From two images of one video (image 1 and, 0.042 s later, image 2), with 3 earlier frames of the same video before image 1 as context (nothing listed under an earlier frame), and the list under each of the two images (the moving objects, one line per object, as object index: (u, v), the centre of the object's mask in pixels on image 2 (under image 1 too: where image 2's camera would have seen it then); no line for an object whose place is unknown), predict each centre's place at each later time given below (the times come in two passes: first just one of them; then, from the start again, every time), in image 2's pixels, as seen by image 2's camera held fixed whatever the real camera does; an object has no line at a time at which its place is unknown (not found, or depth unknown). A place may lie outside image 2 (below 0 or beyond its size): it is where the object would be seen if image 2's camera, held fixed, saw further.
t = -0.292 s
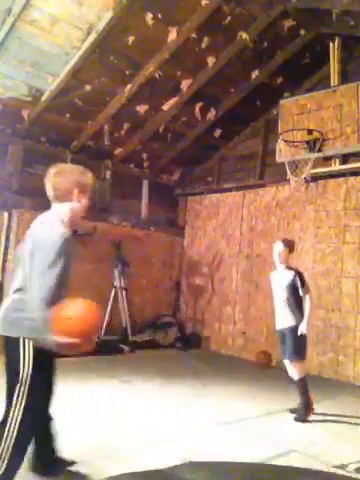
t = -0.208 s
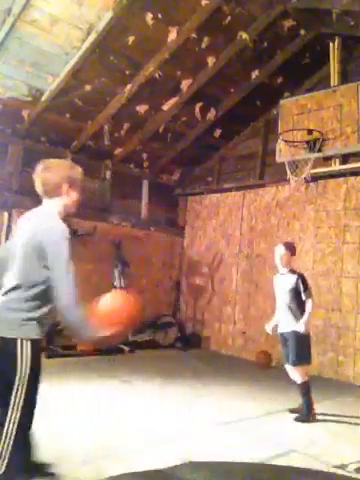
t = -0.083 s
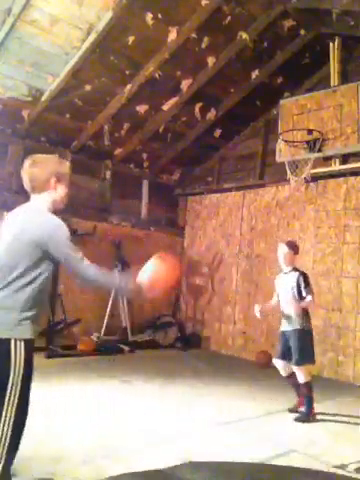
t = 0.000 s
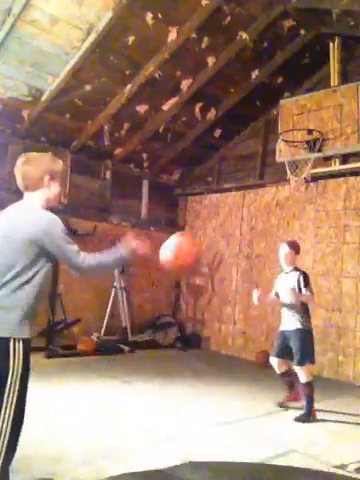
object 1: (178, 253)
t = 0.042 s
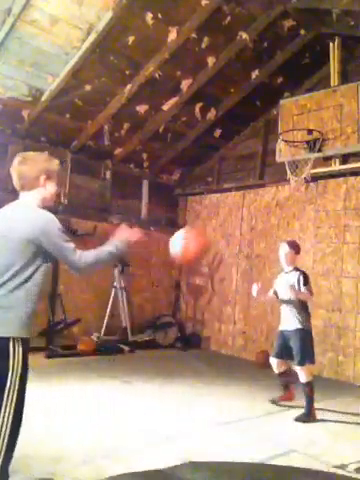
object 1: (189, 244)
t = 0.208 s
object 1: (214, 241)
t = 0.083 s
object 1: (195, 241)
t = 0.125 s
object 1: (202, 239)
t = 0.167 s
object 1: (208, 239)
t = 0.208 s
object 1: (214, 241)
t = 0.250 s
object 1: (220, 245)
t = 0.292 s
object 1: (225, 252)
